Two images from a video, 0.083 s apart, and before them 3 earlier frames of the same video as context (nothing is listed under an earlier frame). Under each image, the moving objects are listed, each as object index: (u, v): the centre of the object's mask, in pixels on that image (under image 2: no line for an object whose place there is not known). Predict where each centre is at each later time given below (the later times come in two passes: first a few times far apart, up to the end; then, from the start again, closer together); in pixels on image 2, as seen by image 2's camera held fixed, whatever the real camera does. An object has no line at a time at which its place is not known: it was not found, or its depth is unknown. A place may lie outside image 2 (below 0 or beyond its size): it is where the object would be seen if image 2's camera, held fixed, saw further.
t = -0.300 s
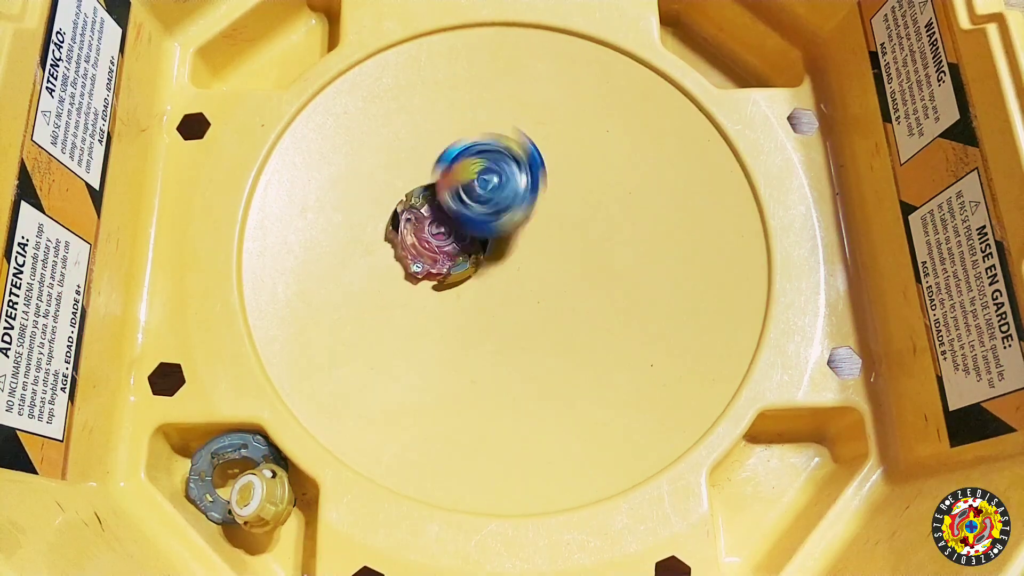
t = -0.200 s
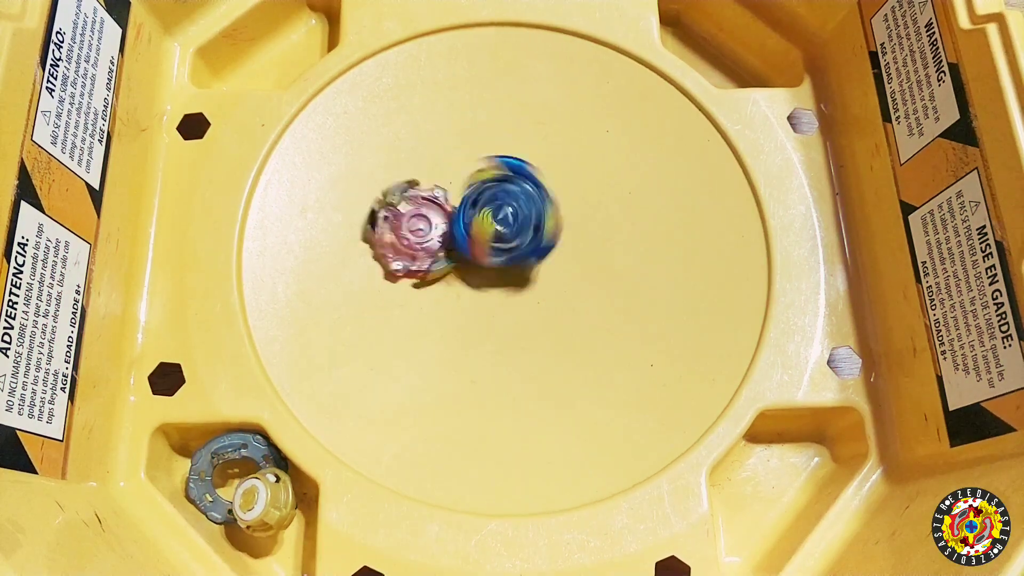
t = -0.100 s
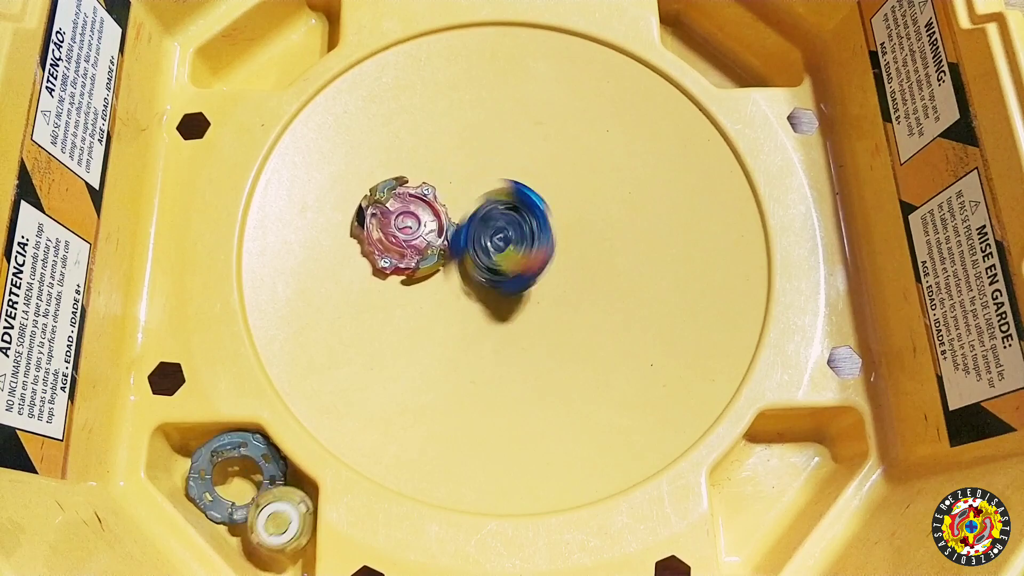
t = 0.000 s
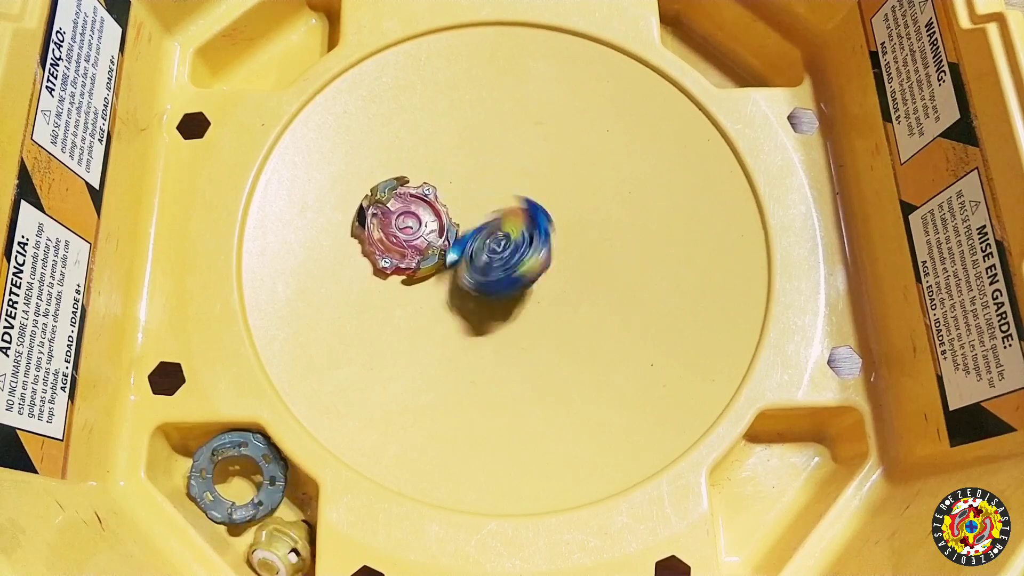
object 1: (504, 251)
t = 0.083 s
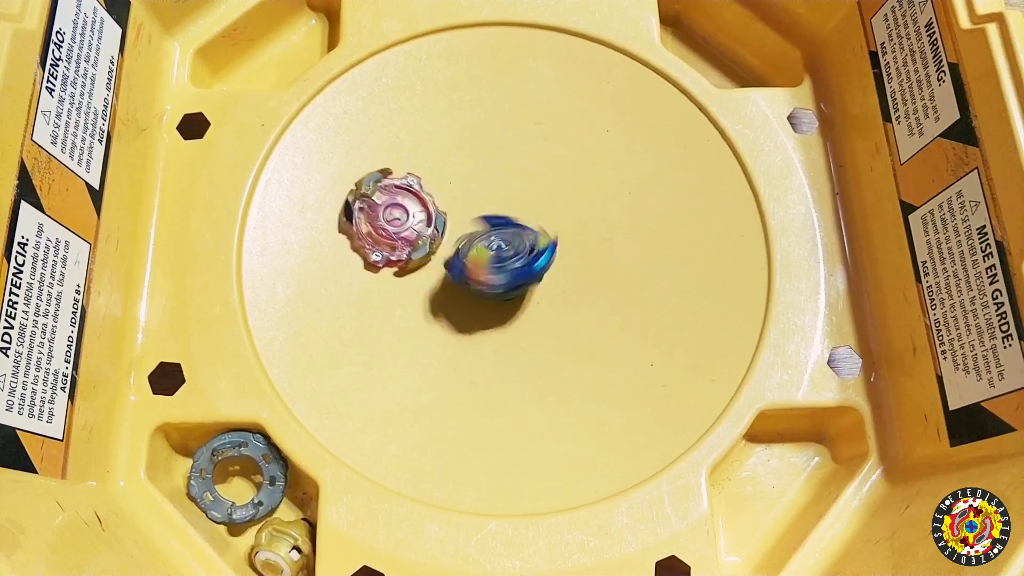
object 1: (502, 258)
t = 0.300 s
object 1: (504, 258)
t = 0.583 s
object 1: (493, 251)
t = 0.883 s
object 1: (497, 244)
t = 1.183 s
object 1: (497, 244)
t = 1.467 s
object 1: (497, 244)
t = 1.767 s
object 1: (497, 244)
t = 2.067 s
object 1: (497, 244)
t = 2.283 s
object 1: (497, 244)
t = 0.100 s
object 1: (501, 259)
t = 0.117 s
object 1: (500, 259)
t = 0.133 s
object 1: (500, 258)
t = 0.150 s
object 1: (500, 257)
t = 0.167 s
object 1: (500, 257)
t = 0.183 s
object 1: (501, 256)
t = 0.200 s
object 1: (502, 255)
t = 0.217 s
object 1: (503, 255)
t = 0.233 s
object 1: (503, 255)
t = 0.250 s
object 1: (503, 255)
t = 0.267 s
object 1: (504, 257)
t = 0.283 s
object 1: (503, 257)
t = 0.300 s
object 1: (504, 258)
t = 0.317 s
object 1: (504, 259)
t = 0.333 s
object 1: (503, 259)
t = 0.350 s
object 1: (503, 259)
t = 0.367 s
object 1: (503, 261)
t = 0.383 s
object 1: (502, 262)
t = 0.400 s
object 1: (501, 260)
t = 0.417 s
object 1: (499, 262)
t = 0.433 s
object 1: (498, 262)
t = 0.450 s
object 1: (497, 261)
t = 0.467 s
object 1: (497, 259)
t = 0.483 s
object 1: (496, 259)
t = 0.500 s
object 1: (493, 261)
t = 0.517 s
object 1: (491, 259)
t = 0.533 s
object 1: (491, 258)
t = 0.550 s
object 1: (492, 255)
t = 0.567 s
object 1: (492, 253)
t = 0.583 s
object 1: (493, 251)
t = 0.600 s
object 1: (494, 250)
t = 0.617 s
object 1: (494, 248)
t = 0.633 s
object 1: (495, 248)
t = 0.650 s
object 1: (494, 247)
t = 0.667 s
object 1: (493, 247)
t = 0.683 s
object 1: (493, 247)
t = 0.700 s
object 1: (493, 247)
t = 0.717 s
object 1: (494, 246)
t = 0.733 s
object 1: (495, 246)
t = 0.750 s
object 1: (496, 245)
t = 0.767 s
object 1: (497, 244)
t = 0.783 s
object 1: (498, 243)
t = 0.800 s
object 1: (498, 243)
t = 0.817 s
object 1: (498, 243)
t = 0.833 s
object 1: (497, 244)
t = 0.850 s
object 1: (496, 244)
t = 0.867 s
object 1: (496, 244)
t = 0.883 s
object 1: (497, 244)
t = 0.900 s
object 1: (497, 244)
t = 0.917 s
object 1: (497, 244)
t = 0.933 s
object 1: (497, 244)
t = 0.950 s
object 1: (497, 244)
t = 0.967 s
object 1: (497, 244)
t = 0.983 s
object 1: (497, 244)
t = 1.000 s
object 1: (497, 244)
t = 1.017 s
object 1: (497, 244)
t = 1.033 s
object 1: (497, 244)
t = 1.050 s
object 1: (497, 244)
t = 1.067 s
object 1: (497, 244)
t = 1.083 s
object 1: (497, 244)
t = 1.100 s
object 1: (497, 244)
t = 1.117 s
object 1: (497, 244)
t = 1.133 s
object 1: (497, 244)
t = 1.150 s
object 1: (497, 244)
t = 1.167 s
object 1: (497, 244)
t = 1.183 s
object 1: (497, 244)
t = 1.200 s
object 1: (497, 244)
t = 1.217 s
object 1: (497, 244)
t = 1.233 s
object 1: (497, 244)
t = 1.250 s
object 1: (497, 244)
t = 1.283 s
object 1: (497, 244)
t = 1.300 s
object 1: (497, 244)
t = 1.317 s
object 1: (497, 244)
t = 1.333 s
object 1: (497, 244)
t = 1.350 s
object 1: (497, 244)
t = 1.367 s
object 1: (497, 244)
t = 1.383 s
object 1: (497, 244)
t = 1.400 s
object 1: (497, 244)
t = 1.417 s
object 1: (497, 244)
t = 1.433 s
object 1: (497, 244)
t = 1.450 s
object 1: (497, 244)
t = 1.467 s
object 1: (497, 244)
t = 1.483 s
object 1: (497, 244)
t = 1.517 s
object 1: (497, 244)
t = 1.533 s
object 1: (497, 244)
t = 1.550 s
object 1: (497, 244)
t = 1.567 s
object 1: (497, 244)
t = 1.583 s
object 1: (497, 244)
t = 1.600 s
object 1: (497, 244)
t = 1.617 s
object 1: (497, 244)
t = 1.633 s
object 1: (497, 244)
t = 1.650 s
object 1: (497, 244)
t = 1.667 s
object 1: (497, 244)
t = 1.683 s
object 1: (497, 244)
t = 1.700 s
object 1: (497, 244)
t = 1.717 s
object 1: (497, 244)
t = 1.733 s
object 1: (497, 244)
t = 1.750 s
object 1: (497, 244)
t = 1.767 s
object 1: (497, 244)
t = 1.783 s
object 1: (497, 244)
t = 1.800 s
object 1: (497, 244)
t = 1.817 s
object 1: (497, 244)
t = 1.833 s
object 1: (497, 244)
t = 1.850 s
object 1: (497, 244)
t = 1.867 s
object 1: (497, 244)
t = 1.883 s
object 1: (497, 244)
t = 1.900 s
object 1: (497, 244)
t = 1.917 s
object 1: (497, 244)
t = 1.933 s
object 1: (497, 244)
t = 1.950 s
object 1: (497, 244)
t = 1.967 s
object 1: (497, 244)
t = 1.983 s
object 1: (497, 244)
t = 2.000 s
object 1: (497, 244)
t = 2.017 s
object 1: (497, 244)
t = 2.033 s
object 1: (497, 244)
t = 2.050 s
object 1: (497, 244)
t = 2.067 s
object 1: (497, 244)
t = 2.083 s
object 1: (497, 244)
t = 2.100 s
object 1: (497, 244)
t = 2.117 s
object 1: (497, 244)
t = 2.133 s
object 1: (497, 244)
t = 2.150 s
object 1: (497, 244)
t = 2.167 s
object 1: (497, 244)
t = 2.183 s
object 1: (497, 244)
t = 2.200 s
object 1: (497, 244)
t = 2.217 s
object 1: (497, 244)
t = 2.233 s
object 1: (497, 244)
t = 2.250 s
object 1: (497, 244)
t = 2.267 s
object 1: (497, 244)
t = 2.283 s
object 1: (497, 244)
